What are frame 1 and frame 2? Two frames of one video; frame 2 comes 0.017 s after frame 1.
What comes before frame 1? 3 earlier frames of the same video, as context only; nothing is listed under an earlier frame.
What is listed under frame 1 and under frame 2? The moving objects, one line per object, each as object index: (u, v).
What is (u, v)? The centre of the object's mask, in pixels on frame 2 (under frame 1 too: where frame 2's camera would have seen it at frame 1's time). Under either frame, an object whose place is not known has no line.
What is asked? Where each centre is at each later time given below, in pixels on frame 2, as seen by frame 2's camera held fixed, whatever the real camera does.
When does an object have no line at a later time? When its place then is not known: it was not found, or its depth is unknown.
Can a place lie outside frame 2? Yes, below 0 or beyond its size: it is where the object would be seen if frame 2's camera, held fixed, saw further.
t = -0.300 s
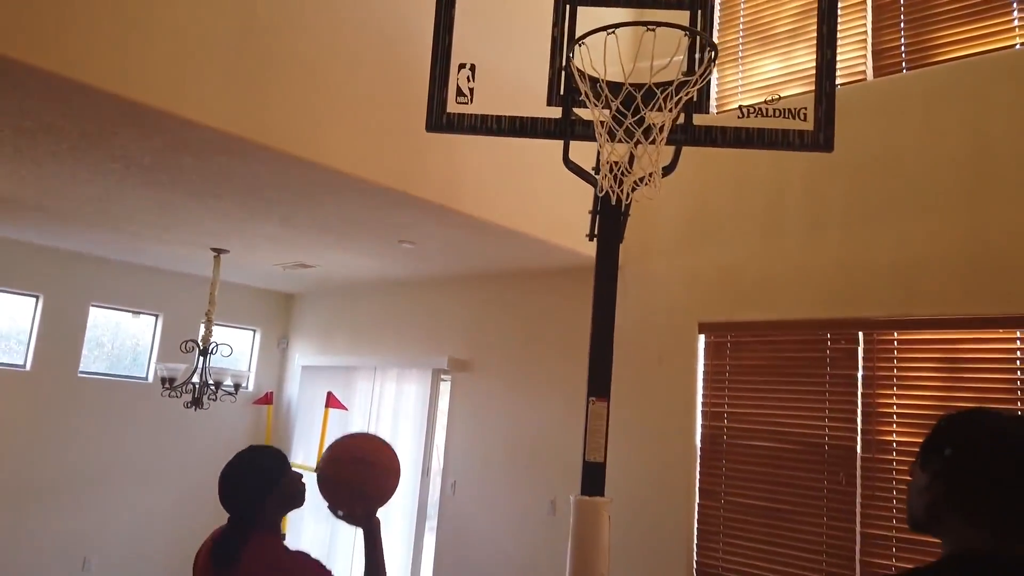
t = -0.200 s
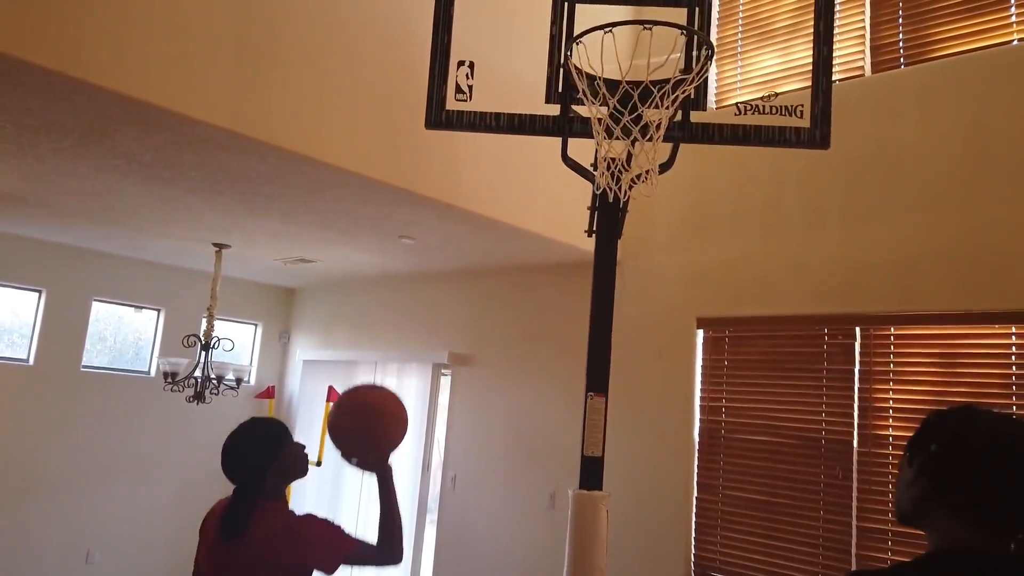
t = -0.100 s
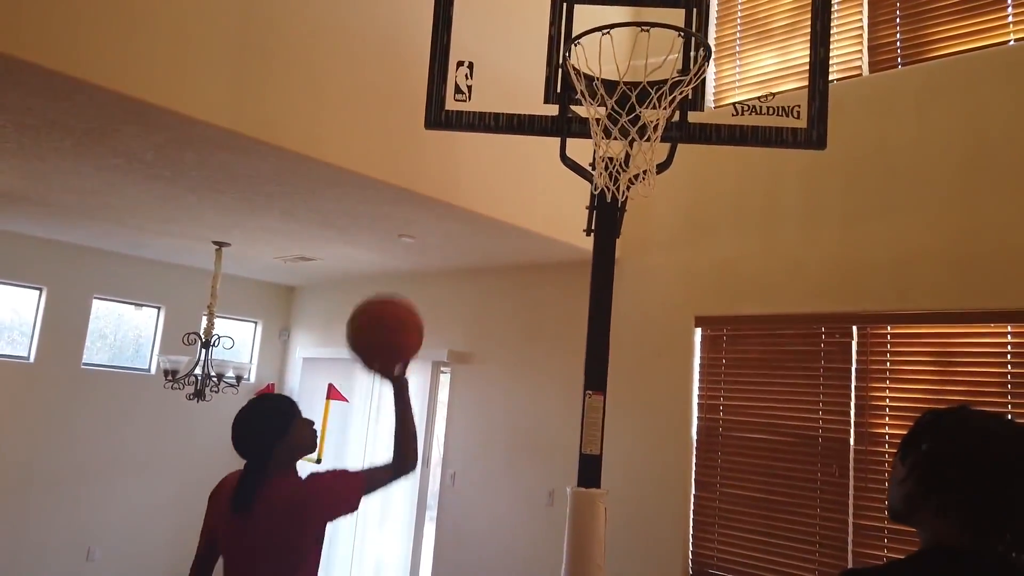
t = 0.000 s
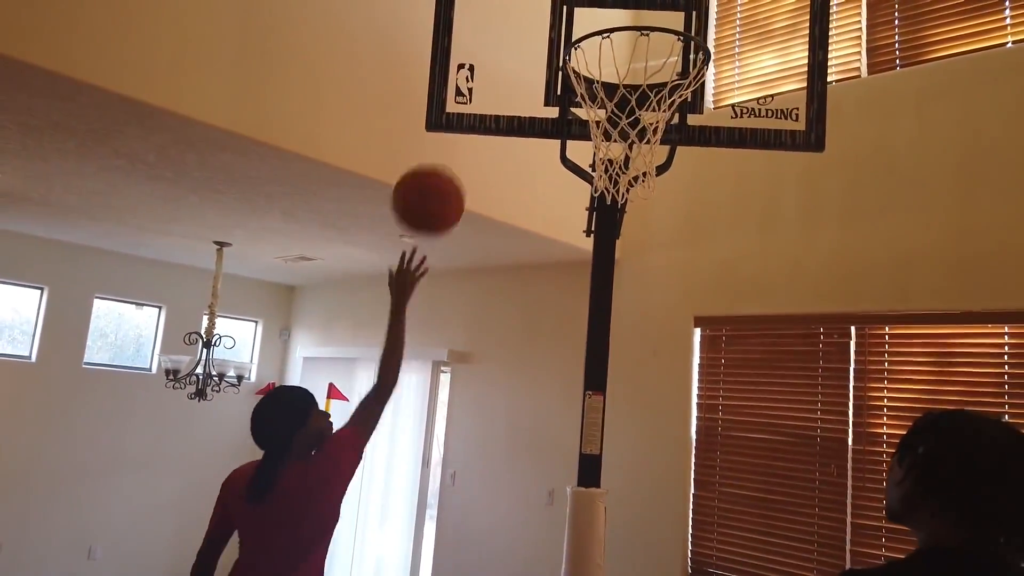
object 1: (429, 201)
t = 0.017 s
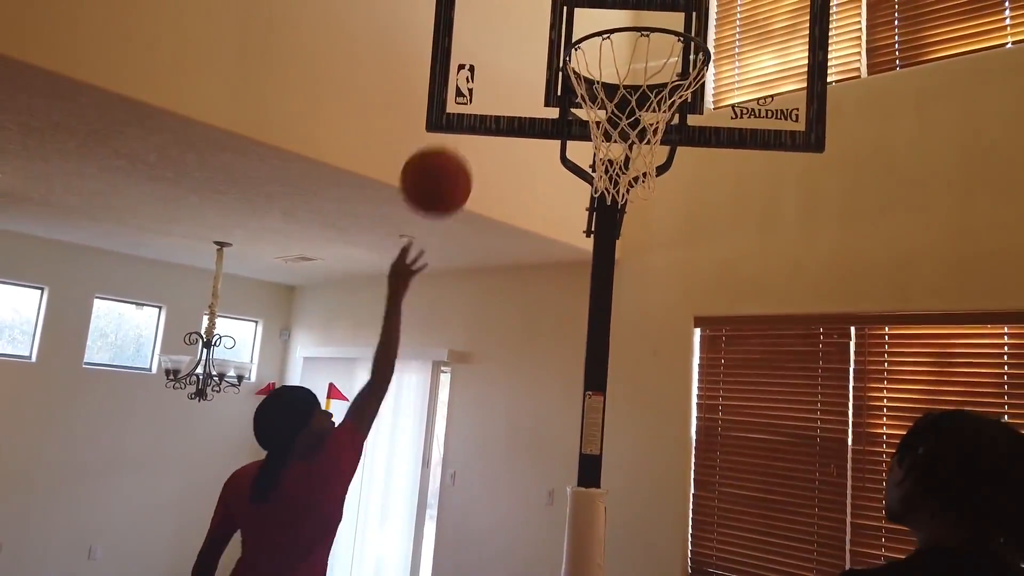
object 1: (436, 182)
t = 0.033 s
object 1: (443, 164)
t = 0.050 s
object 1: (450, 145)
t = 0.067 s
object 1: (457, 130)
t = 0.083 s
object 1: (464, 114)
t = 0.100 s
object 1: (470, 100)
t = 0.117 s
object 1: (476, 86)
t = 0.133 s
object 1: (483, 73)
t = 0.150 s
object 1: (488, 62)
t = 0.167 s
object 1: (494, 51)
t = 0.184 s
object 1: (500, 42)
